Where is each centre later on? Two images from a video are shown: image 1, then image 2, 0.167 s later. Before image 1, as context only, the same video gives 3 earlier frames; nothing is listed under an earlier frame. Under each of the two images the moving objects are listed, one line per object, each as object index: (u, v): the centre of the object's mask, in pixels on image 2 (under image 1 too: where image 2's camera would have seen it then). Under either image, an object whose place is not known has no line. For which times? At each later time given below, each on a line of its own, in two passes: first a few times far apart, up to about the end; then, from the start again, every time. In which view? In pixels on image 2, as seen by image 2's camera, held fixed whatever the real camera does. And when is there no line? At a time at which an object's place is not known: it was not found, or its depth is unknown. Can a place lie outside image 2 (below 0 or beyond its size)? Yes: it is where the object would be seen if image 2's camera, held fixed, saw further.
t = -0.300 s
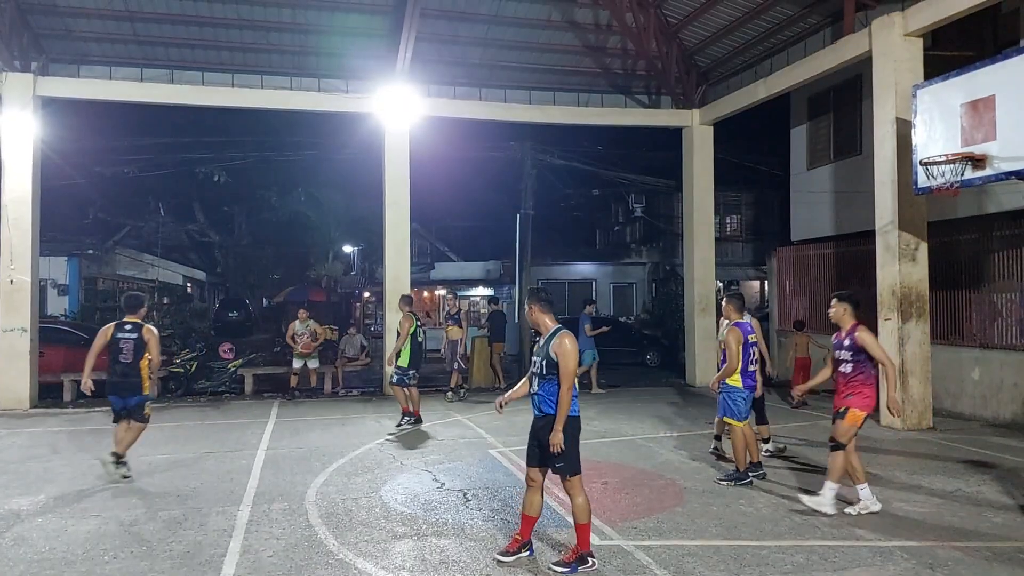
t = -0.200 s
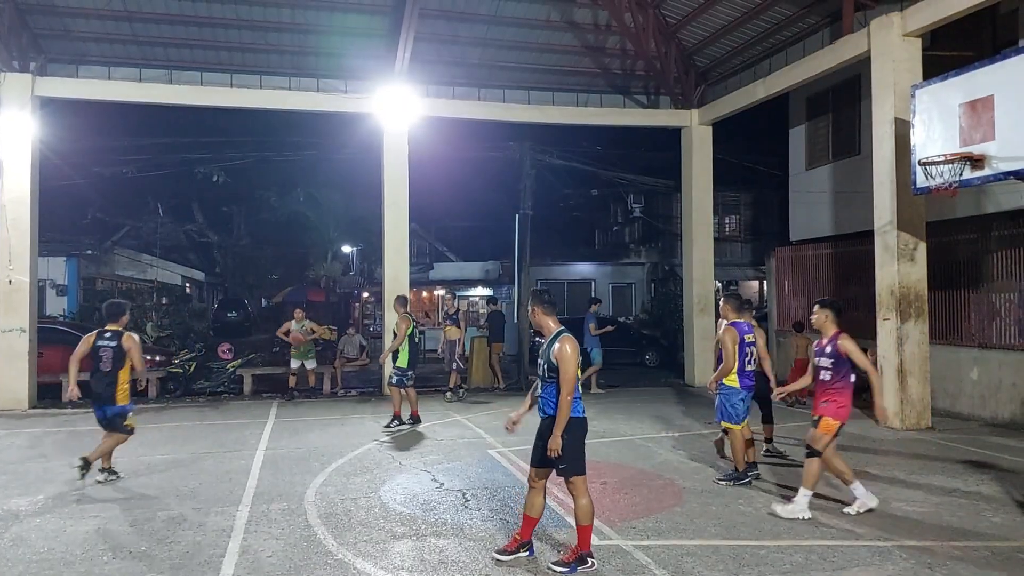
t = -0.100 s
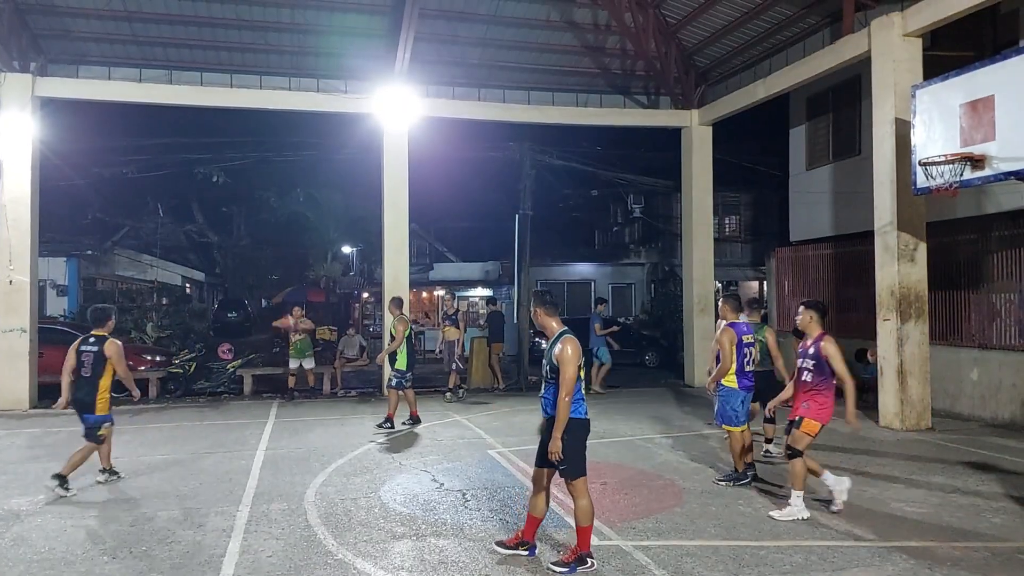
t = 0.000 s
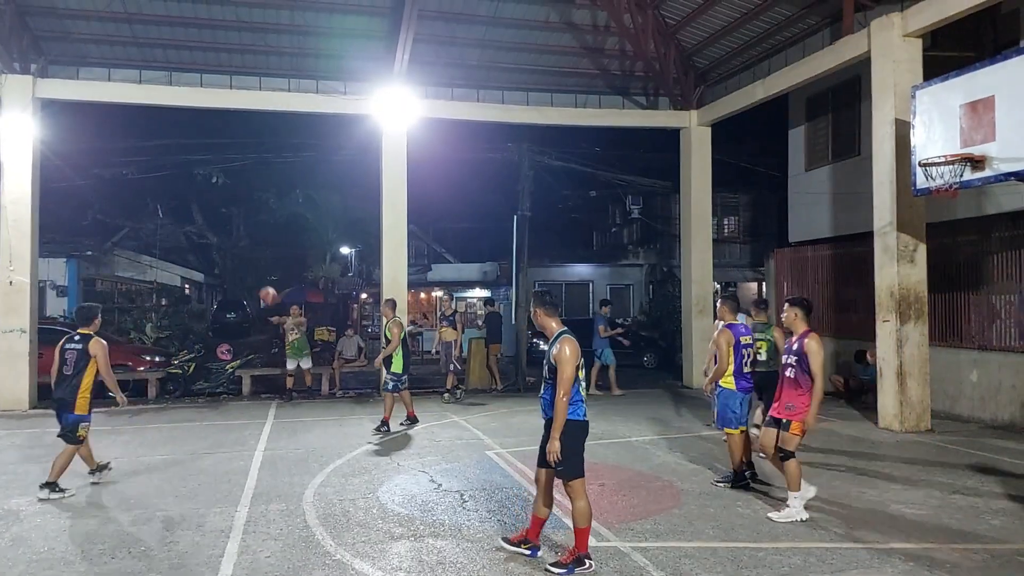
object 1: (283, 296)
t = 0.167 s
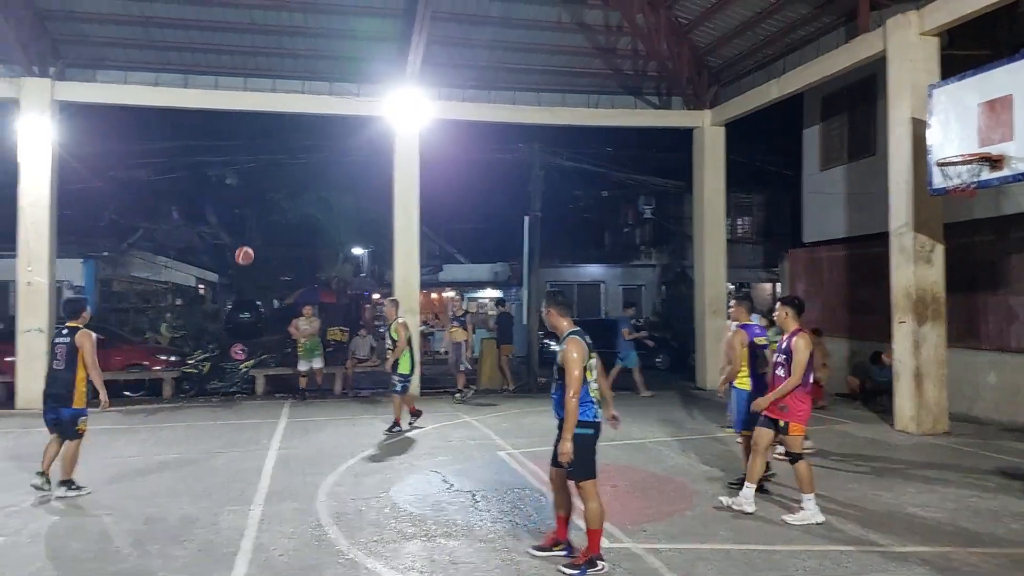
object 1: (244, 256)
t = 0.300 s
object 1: (210, 232)
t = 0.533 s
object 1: (134, 218)
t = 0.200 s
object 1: (236, 249)
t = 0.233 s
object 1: (228, 243)
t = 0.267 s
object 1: (219, 237)
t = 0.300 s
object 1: (210, 232)
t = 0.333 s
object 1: (201, 227)
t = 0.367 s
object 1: (191, 223)
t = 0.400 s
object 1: (181, 220)
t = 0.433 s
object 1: (170, 218)
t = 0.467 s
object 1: (158, 217)
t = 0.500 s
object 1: (146, 217)
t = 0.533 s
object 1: (134, 218)
